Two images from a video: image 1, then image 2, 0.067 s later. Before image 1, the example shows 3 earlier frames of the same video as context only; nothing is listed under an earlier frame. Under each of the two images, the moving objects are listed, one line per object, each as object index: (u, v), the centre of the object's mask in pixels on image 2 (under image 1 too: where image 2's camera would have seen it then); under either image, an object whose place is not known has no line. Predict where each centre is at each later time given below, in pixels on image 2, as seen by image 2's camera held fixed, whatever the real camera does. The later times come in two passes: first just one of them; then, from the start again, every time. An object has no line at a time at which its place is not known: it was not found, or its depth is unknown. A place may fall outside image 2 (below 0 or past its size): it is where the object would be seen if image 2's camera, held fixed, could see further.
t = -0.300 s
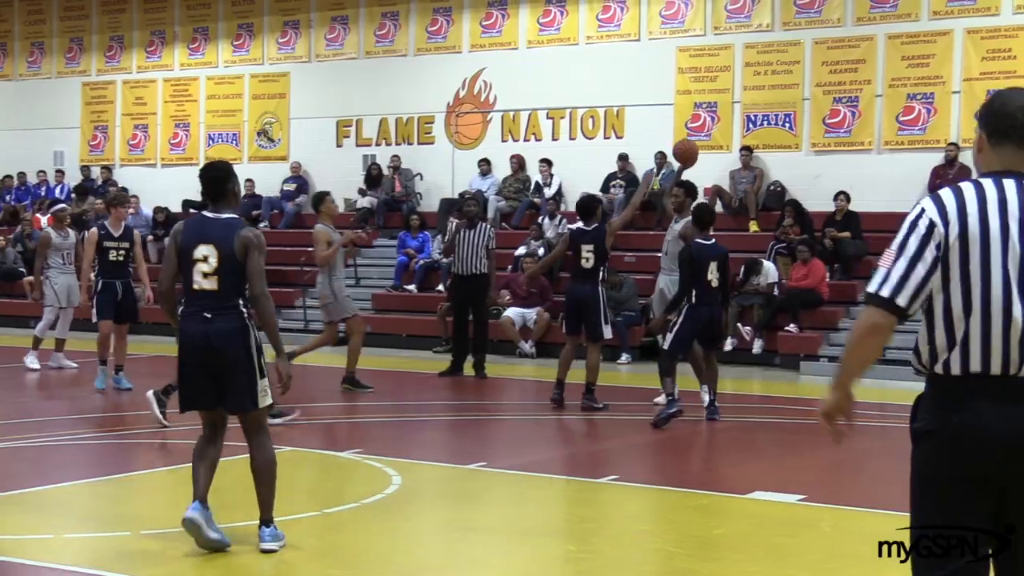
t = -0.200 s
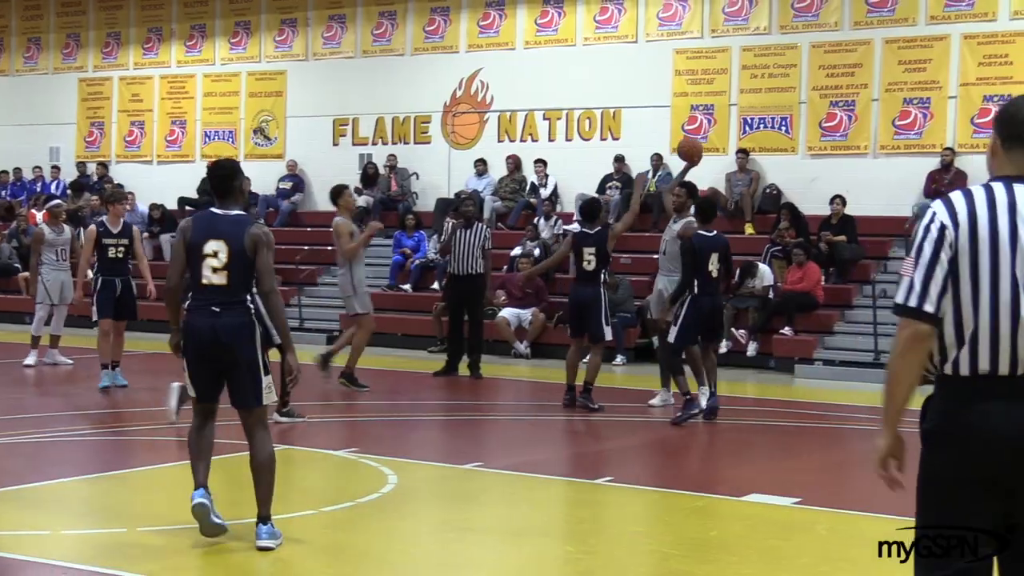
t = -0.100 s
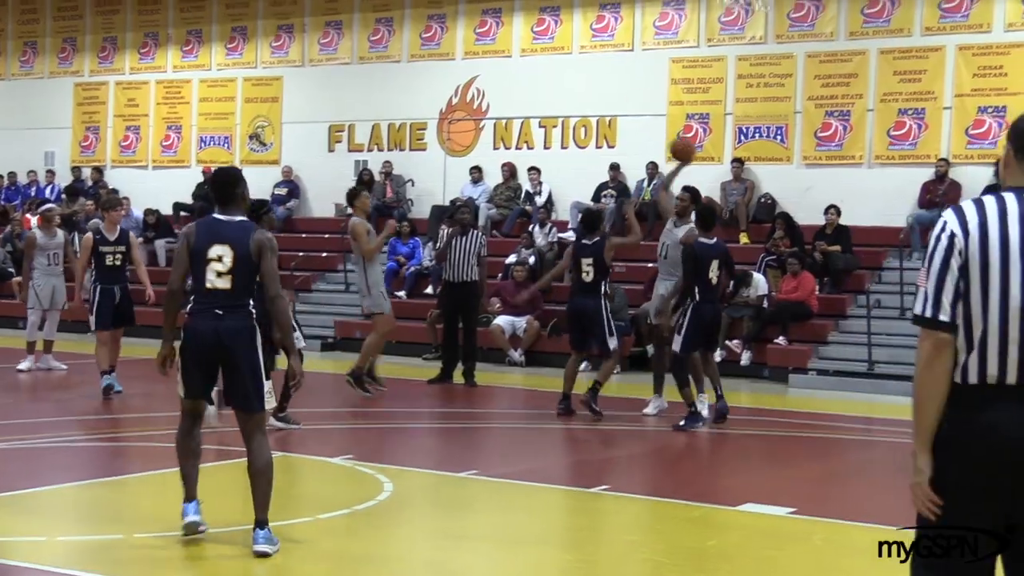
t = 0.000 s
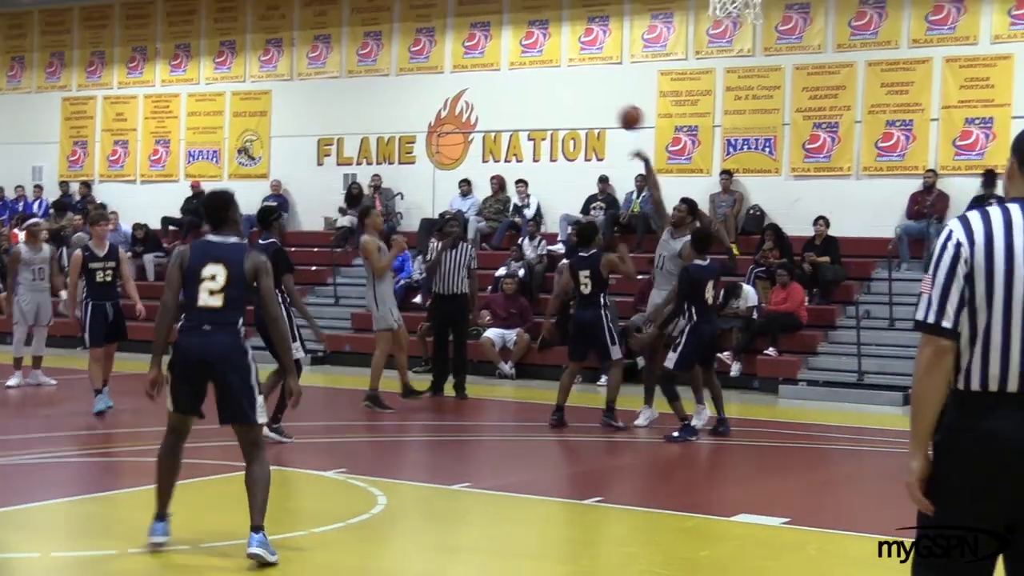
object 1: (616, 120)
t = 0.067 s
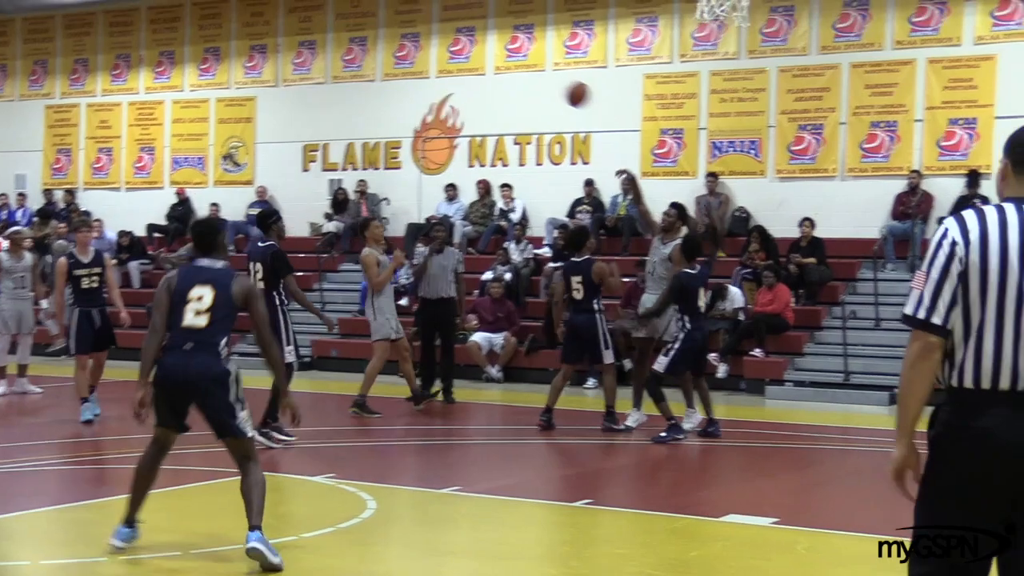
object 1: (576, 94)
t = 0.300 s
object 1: (425, 30)
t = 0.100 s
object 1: (556, 82)
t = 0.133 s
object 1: (535, 70)
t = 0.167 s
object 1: (514, 61)
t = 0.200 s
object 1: (493, 51)
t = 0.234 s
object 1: (471, 43)
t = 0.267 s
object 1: (446, 36)
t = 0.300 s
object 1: (425, 30)
